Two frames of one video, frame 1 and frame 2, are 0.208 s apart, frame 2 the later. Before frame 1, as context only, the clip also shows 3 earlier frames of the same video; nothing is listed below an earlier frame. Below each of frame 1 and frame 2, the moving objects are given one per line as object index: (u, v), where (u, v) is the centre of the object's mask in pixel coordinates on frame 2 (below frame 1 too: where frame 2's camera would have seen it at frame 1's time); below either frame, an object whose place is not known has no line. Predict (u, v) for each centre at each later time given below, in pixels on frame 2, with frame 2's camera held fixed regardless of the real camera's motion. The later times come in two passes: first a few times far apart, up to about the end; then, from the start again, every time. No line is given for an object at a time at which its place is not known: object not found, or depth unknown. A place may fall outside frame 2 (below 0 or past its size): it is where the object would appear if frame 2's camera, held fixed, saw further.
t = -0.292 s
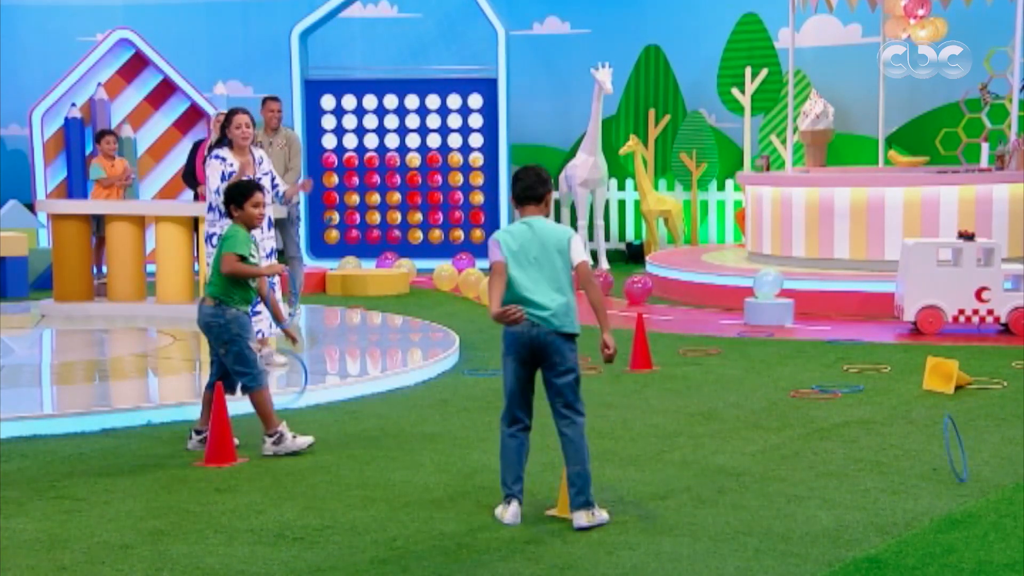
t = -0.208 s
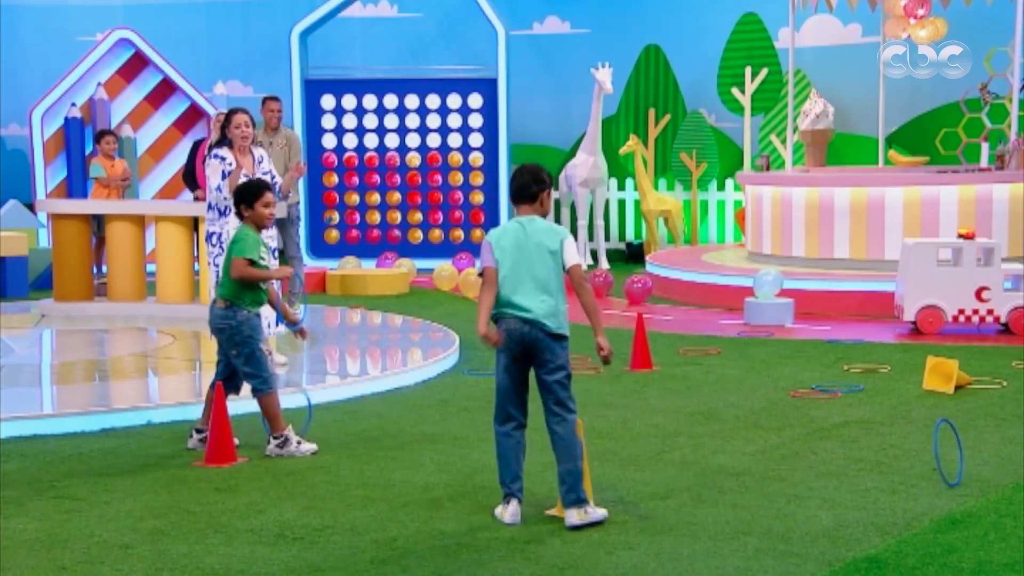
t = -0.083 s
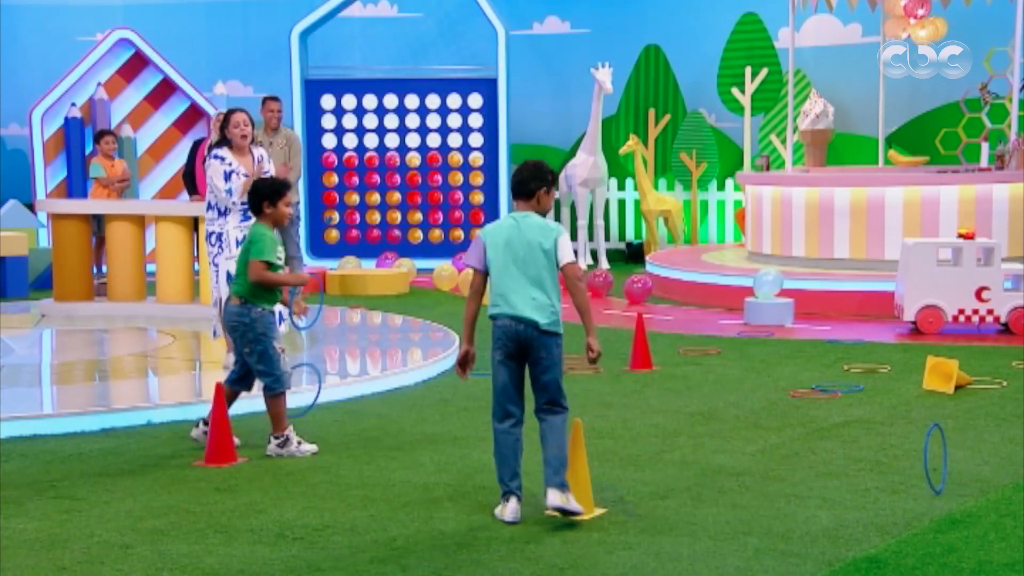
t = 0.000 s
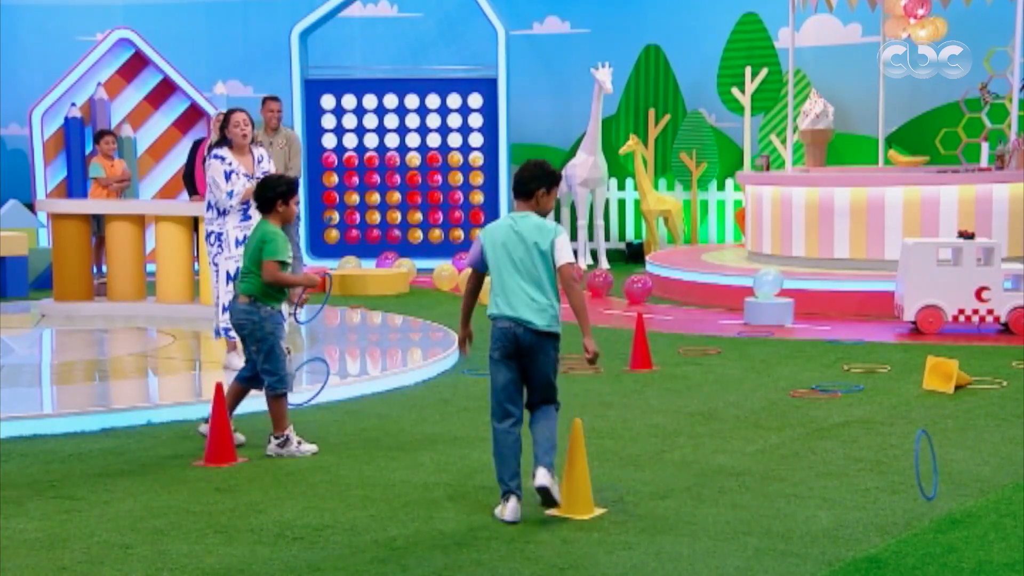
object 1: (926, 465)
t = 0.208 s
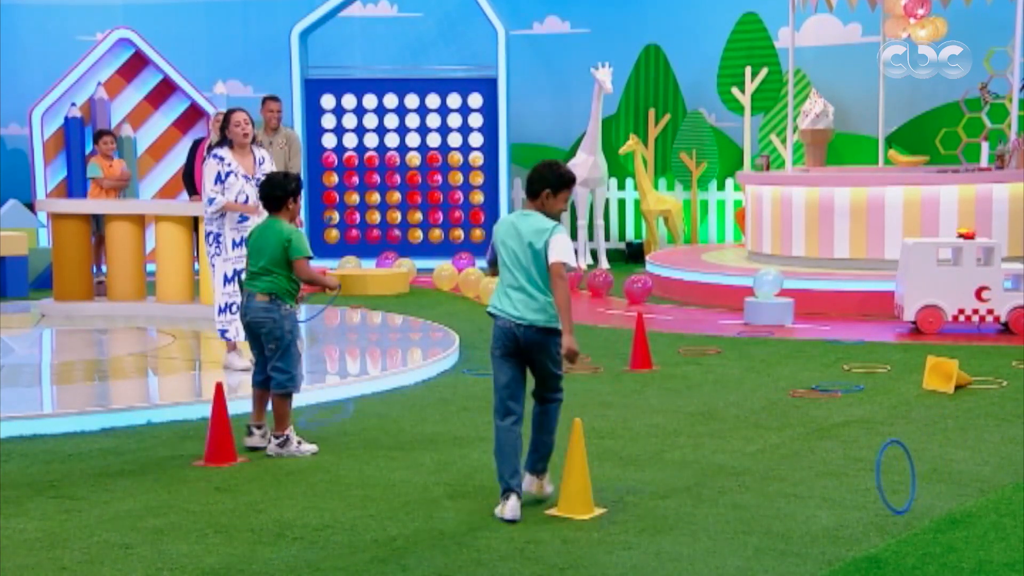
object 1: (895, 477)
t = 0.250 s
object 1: (889, 479)
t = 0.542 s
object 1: (832, 495)
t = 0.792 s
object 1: (773, 506)
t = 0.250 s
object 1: (889, 479)
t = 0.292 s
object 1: (882, 482)
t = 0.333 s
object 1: (874, 484)
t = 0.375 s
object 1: (867, 485)
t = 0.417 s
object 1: (858, 488)
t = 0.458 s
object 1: (850, 489)
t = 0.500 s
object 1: (841, 492)
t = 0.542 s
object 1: (832, 495)
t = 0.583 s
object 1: (823, 497)
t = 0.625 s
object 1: (813, 499)
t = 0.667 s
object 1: (804, 501)
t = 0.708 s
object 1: (794, 503)
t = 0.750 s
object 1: (784, 504)
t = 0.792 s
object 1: (773, 506)
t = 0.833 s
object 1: (762, 507)
